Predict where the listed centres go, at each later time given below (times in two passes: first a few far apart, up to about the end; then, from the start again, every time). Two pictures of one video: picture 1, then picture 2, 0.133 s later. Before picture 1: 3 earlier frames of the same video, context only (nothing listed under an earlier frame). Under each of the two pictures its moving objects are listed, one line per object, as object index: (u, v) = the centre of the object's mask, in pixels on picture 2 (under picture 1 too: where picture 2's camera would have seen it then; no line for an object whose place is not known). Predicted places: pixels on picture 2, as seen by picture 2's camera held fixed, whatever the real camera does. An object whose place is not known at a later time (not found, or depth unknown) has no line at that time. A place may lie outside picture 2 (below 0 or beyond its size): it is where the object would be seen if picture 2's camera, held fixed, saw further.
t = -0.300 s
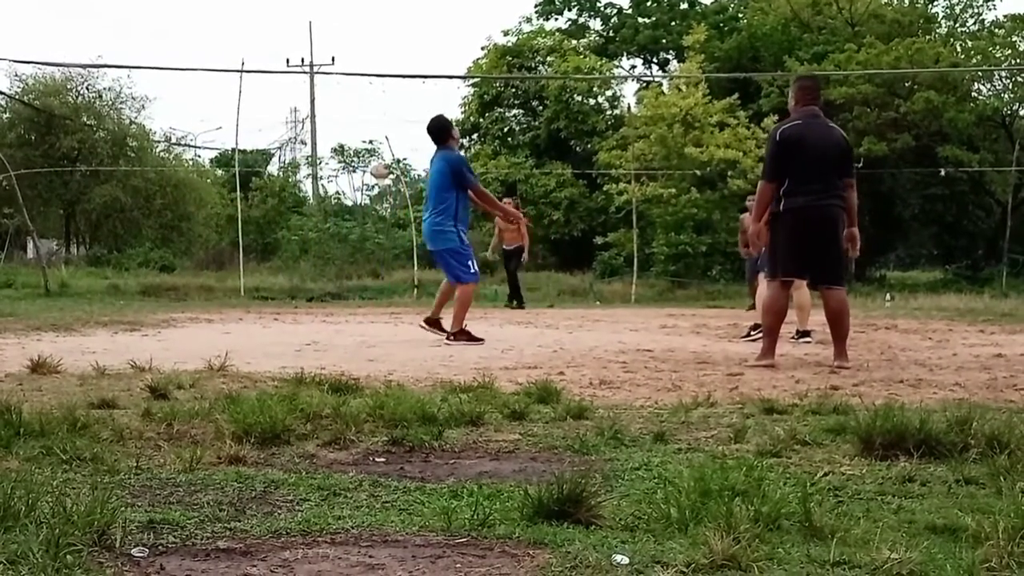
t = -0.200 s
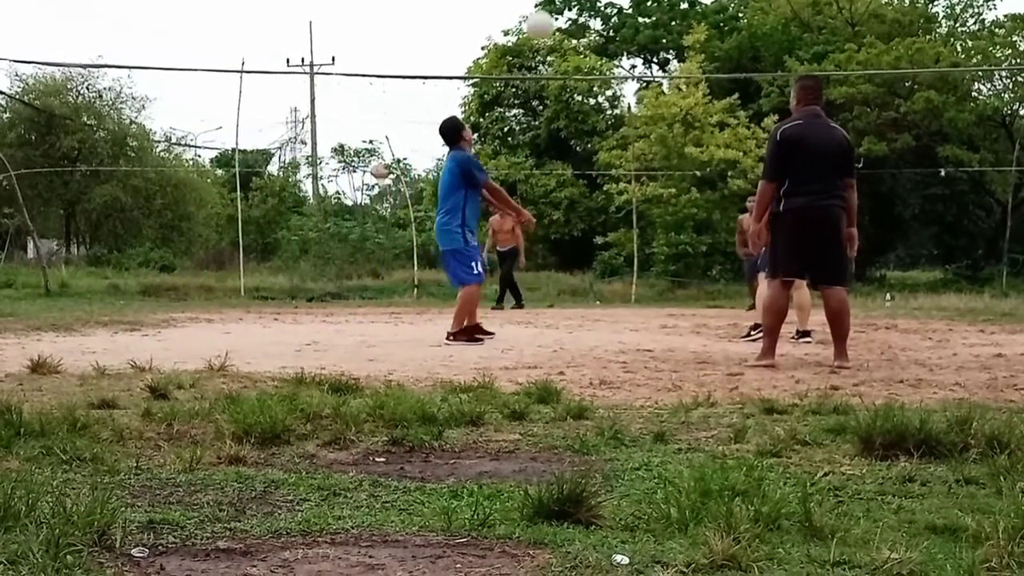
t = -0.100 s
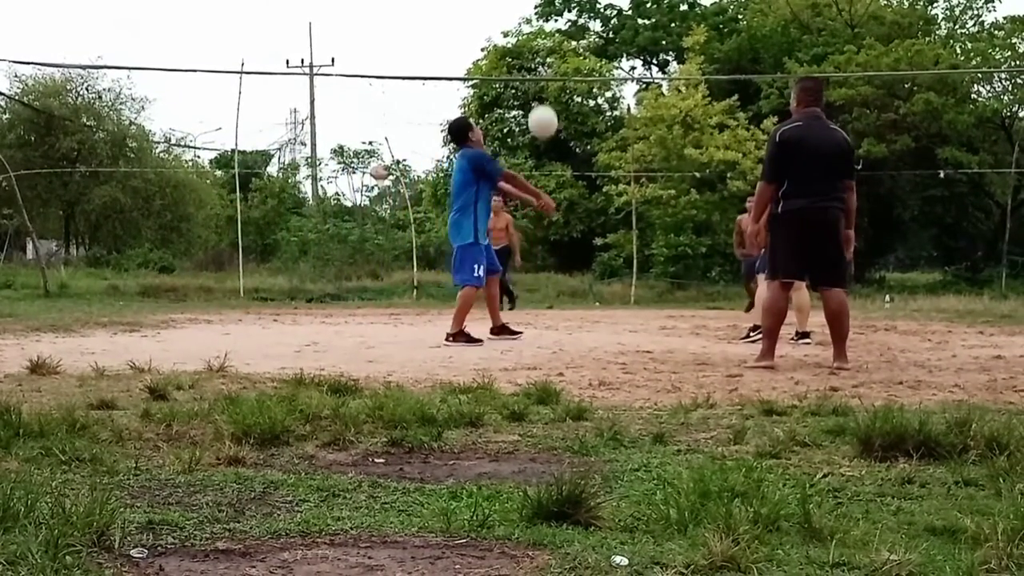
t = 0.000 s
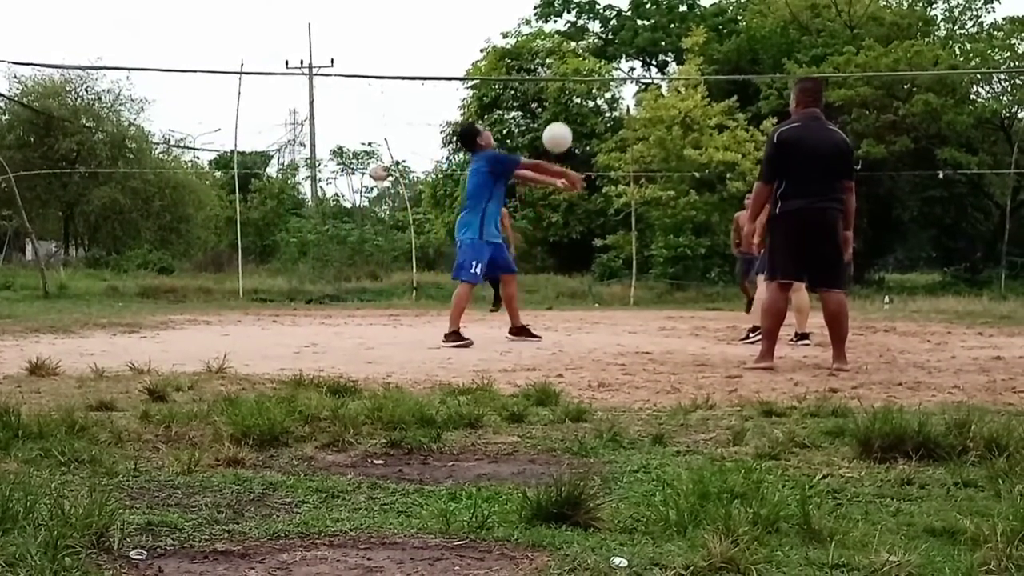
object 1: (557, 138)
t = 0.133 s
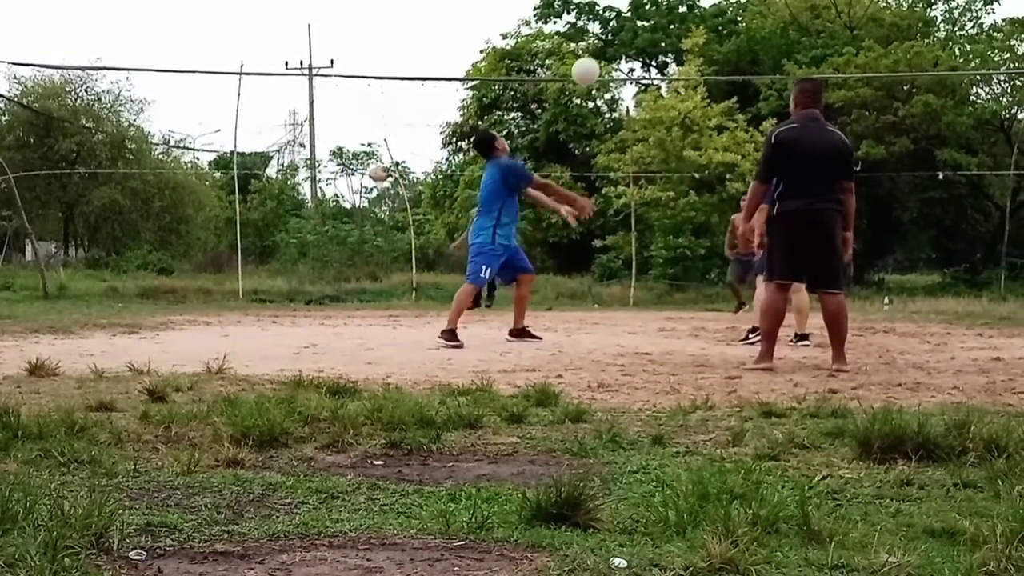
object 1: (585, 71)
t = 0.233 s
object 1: (604, 41)
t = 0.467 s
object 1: (643, 21)
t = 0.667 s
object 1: (671, 52)
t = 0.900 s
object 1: (686, 99)
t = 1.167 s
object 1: (693, 194)
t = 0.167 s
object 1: (592, 60)
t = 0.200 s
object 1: (598, 49)
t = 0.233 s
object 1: (604, 41)
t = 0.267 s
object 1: (611, 33)
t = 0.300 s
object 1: (616, 28)
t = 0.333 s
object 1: (622, 24)
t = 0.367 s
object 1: (628, 21)
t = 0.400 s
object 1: (633, 20)
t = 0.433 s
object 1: (638, 20)
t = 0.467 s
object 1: (643, 21)
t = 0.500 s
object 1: (648, 23)
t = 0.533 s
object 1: (653, 27)
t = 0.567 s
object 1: (658, 32)
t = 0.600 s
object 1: (662, 37)
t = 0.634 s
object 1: (667, 44)
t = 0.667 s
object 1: (671, 52)
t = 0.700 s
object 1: (676, 61)
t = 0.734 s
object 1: (679, 71)
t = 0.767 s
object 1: (681, 76)
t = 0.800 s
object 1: (682, 79)
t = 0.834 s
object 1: (683, 84)
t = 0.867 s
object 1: (685, 92)
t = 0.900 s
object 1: (686, 99)
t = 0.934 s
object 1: (687, 108)
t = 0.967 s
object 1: (688, 117)
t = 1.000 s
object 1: (689, 128)
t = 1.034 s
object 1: (690, 139)
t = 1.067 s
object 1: (690, 152)
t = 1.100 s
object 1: (692, 165)
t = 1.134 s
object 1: (692, 179)
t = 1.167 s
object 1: (693, 194)
